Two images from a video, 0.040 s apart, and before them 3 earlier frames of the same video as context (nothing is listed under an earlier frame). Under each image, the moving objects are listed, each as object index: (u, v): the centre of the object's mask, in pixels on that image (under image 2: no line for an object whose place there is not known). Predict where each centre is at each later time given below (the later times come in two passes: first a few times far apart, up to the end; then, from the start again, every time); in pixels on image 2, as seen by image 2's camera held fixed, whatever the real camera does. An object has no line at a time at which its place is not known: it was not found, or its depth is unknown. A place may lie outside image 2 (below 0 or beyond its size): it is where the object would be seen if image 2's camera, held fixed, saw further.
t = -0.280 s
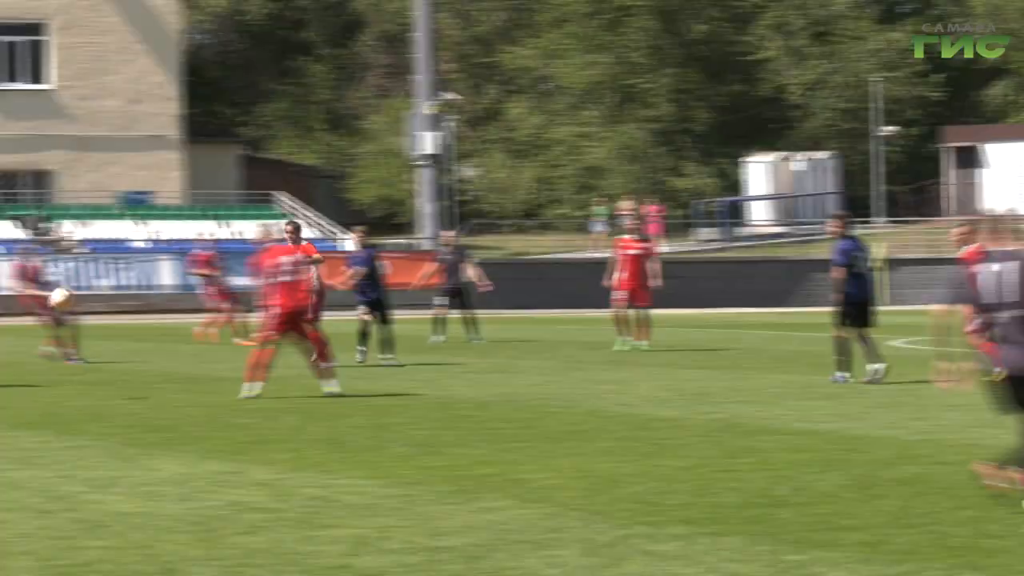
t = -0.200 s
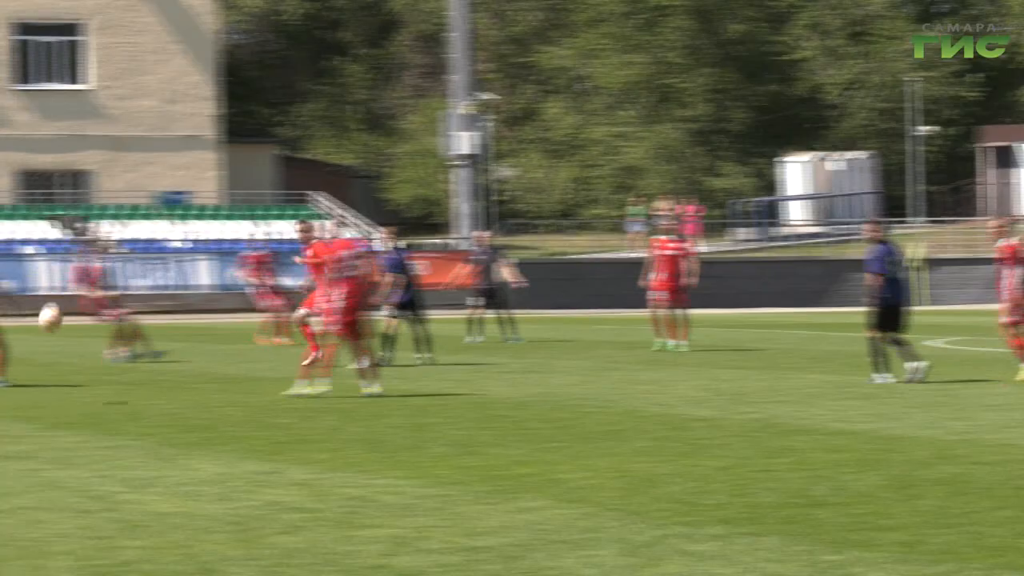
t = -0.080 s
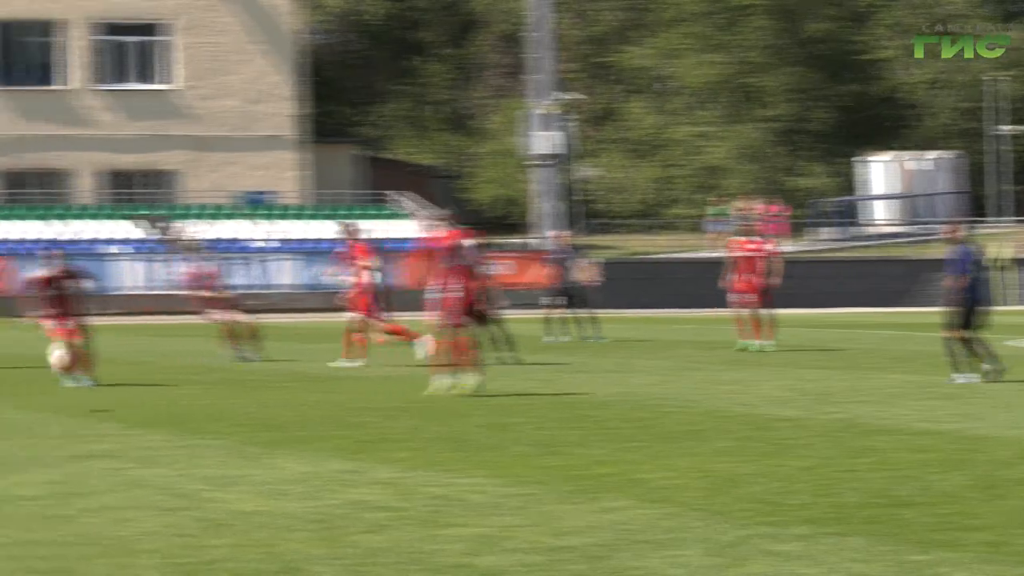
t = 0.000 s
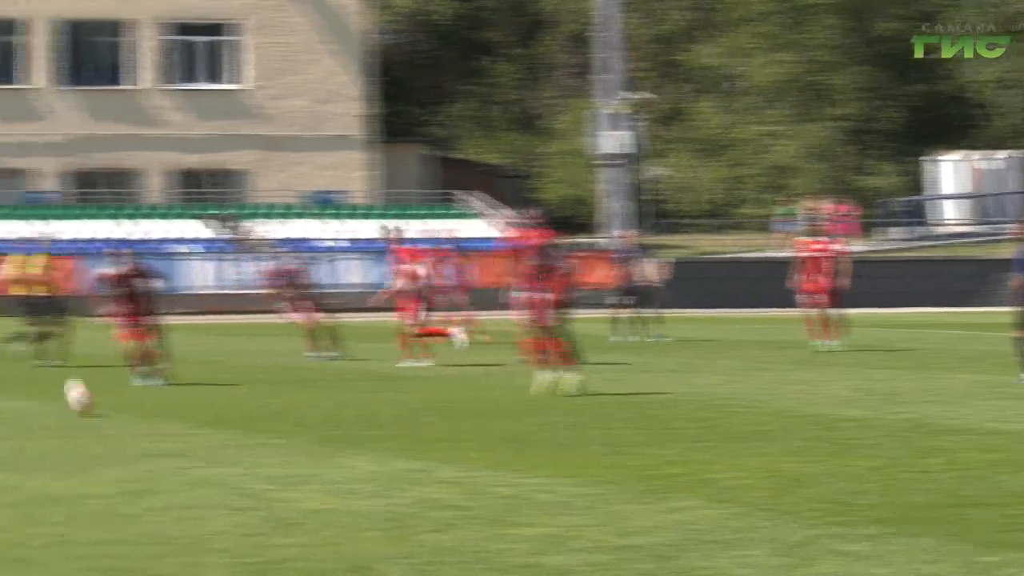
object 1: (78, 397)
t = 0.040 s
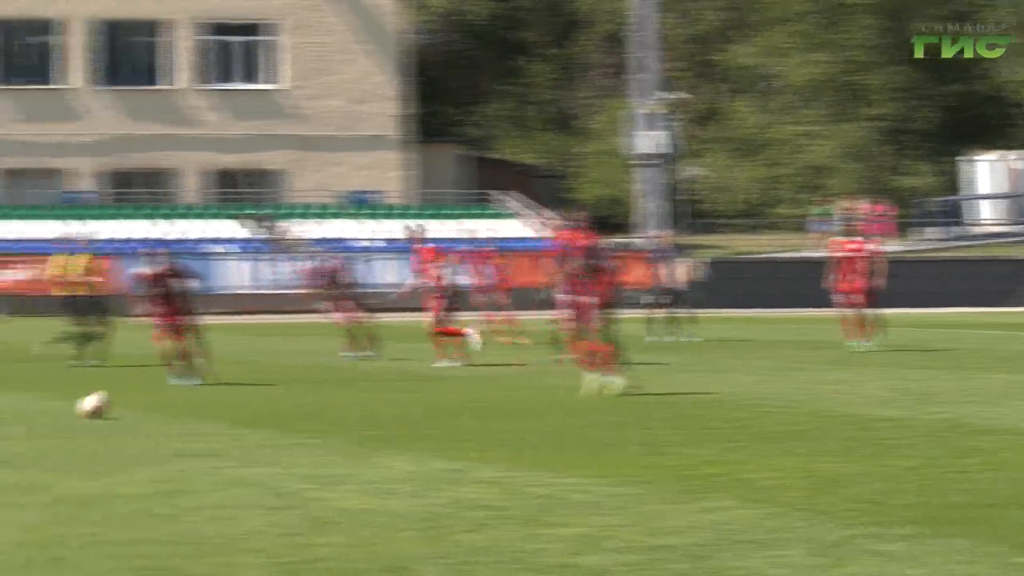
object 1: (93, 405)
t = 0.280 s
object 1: (-28, 386)
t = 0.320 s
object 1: (-48, 388)
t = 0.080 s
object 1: (71, 398)
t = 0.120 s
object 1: (50, 392)
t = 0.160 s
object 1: (30, 387)
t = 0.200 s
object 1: (9, 385)
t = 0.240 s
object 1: (-9, 384)
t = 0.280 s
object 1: (-28, 386)
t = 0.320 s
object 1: (-48, 388)
